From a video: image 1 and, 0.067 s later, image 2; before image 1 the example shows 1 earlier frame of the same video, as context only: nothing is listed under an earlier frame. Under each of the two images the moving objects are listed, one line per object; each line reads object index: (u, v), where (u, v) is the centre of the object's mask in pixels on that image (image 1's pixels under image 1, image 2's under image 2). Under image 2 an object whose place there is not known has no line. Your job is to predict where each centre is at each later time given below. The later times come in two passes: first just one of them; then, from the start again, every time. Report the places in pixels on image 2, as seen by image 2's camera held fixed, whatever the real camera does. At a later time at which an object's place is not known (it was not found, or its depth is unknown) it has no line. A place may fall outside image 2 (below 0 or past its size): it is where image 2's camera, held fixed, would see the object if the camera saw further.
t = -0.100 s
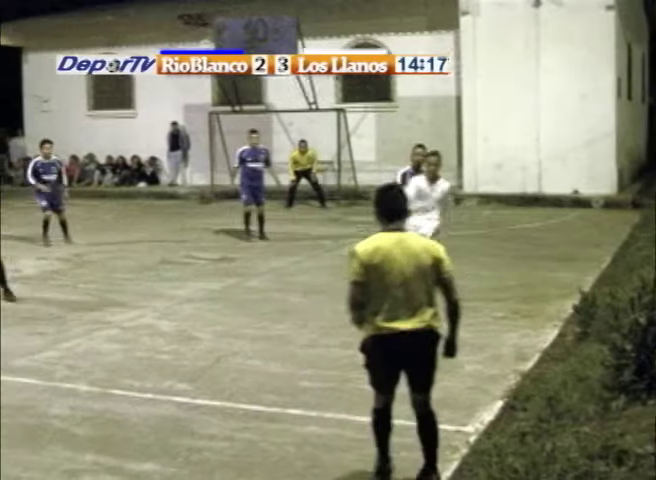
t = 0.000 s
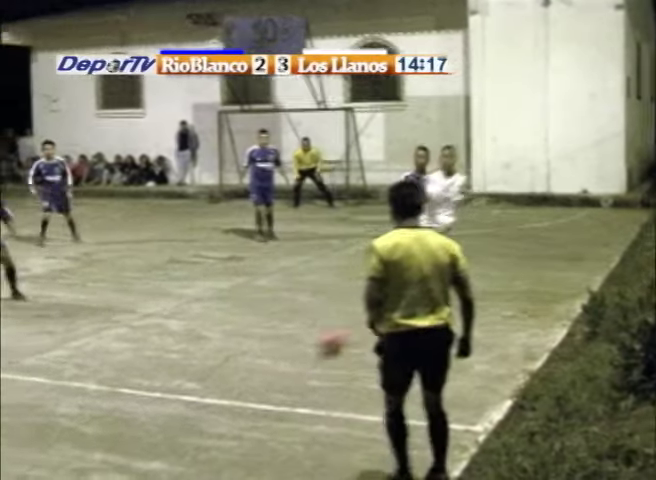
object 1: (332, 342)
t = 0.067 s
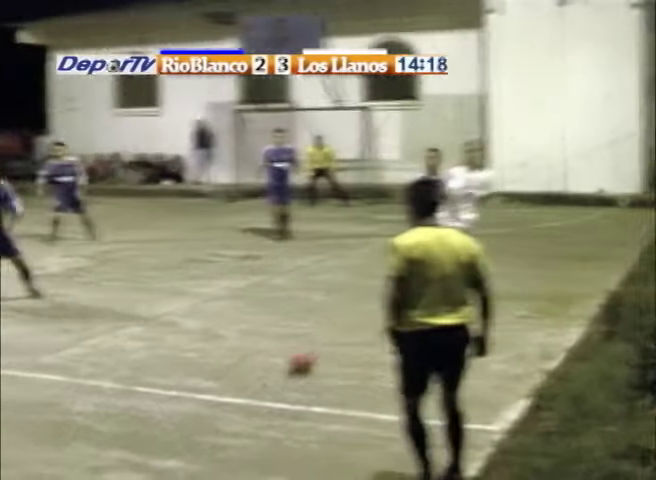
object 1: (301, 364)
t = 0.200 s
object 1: (189, 406)
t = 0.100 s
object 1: (276, 373)
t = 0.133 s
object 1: (248, 384)
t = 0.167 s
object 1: (219, 393)
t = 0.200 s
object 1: (189, 406)
